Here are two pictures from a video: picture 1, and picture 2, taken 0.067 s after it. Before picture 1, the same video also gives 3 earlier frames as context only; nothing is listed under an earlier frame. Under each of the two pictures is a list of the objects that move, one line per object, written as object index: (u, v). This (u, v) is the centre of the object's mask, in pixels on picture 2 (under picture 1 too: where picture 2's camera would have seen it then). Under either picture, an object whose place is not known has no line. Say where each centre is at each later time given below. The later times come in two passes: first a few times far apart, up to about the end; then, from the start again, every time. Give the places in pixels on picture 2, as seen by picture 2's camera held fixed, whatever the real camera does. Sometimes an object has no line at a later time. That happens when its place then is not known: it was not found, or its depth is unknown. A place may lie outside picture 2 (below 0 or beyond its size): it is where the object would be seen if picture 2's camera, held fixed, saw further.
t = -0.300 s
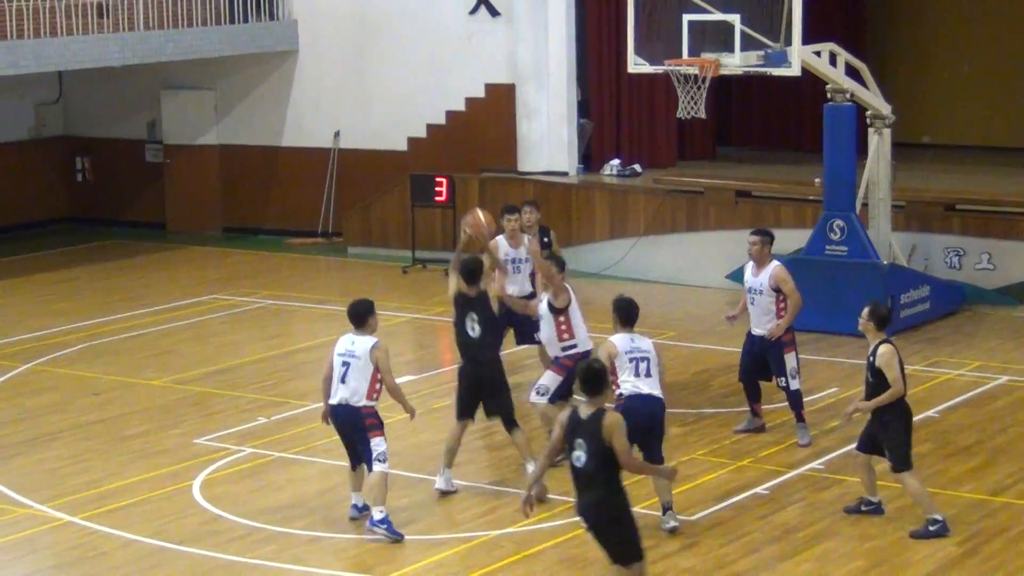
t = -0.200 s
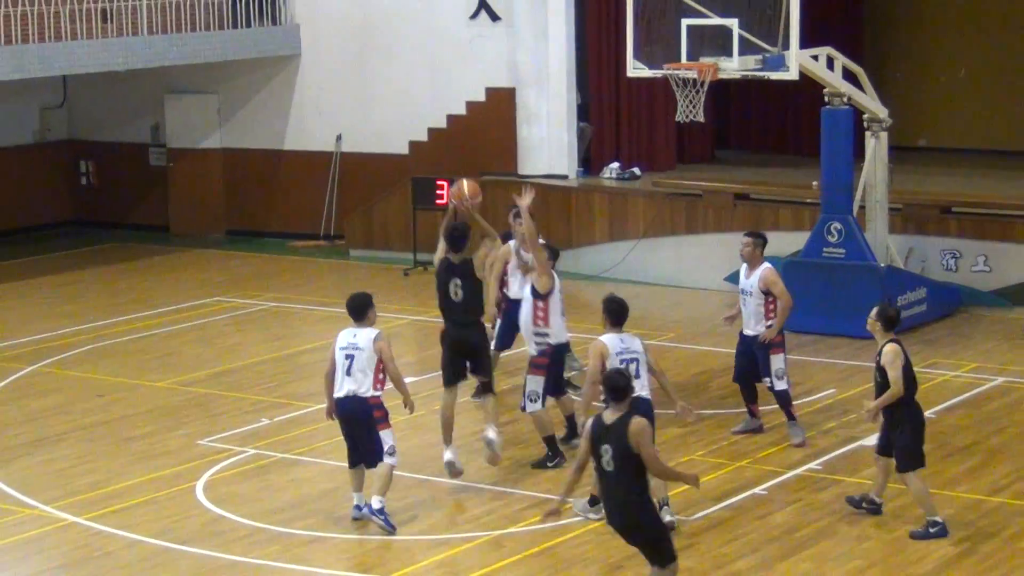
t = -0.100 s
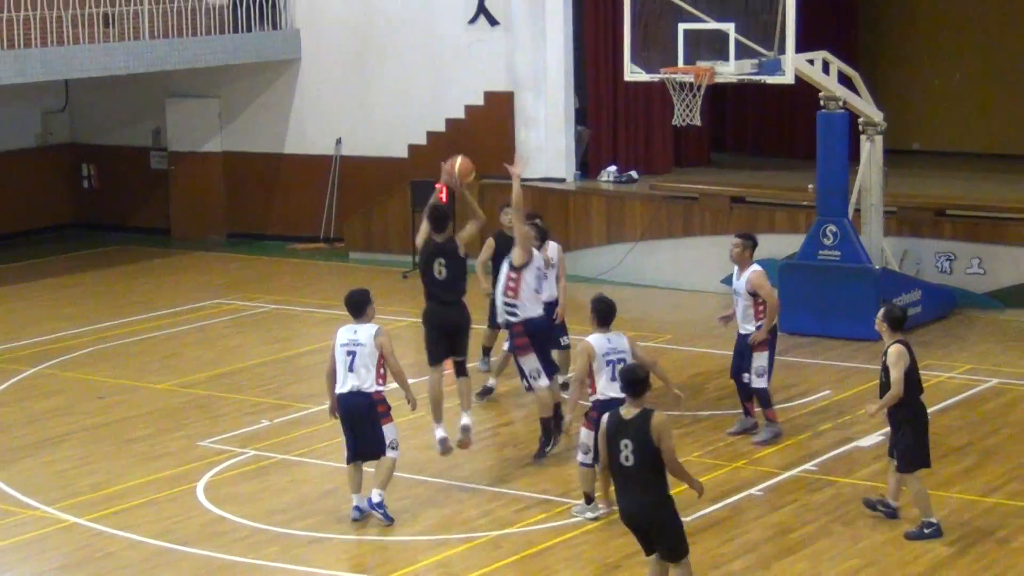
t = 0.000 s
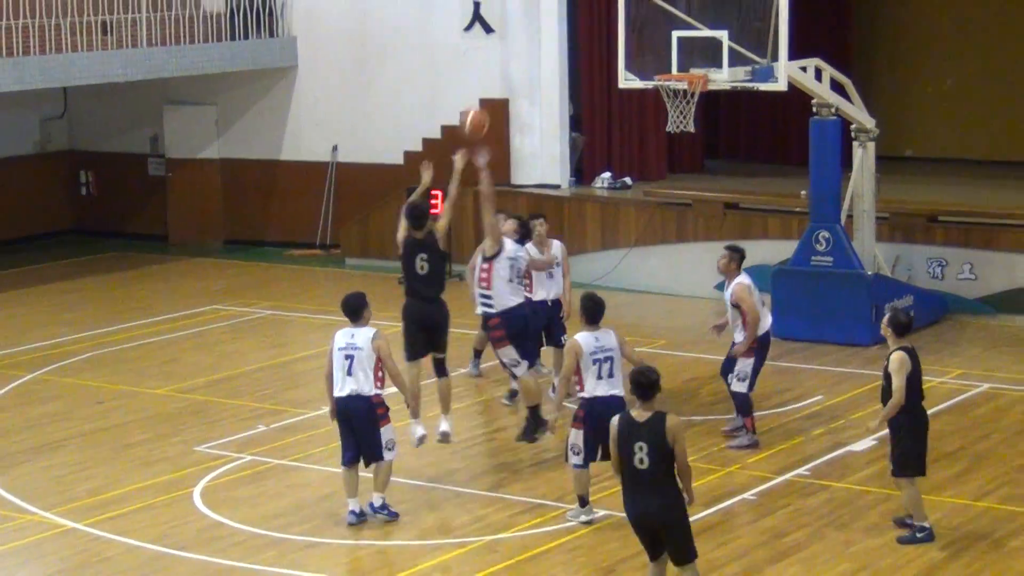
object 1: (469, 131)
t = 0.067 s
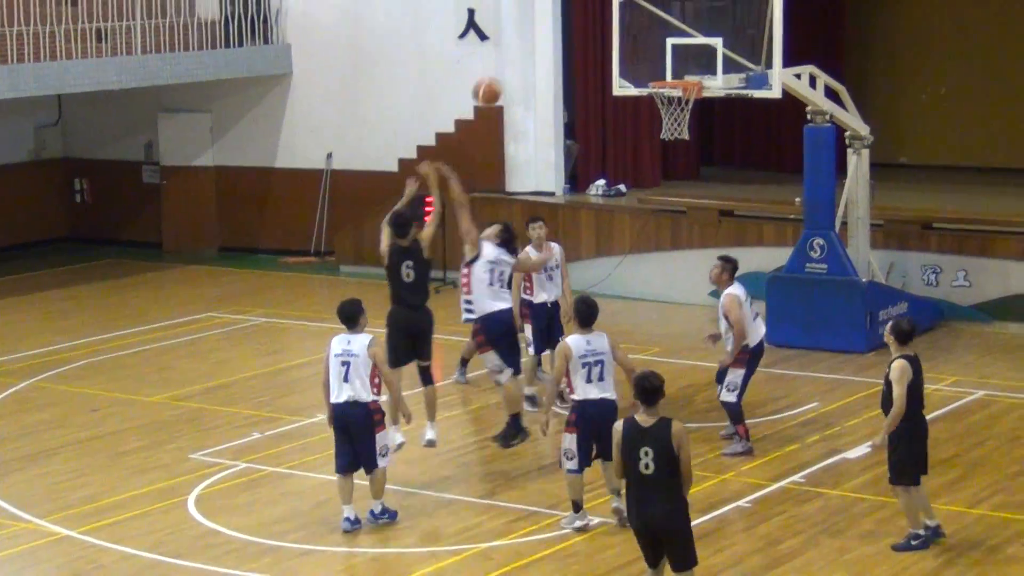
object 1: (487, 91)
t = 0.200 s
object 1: (524, 33)
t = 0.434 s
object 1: (583, -11)
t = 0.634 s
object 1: (630, 1)
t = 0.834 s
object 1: (674, 54)
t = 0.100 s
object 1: (496, 75)
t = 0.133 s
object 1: (506, 60)
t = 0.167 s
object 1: (515, 46)
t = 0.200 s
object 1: (524, 33)
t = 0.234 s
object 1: (532, 23)
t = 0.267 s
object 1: (541, 14)
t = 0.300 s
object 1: (550, 6)
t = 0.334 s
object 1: (559, 0)
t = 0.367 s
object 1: (567, -5)
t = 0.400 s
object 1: (575, -9)
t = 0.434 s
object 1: (583, -11)
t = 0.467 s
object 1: (591, -12)
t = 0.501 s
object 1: (598, -12)
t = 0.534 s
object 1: (606, -11)
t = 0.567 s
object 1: (614, -8)
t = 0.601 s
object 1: (622, -5)
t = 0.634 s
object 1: (630, 1)
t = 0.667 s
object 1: (637, 7)
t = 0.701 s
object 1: (645, 14)
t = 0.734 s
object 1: (652, 23)
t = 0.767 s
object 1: (659, 31)
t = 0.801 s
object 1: (666, 41)
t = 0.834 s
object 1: (674, 54)
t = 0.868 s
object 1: (681, 66)
